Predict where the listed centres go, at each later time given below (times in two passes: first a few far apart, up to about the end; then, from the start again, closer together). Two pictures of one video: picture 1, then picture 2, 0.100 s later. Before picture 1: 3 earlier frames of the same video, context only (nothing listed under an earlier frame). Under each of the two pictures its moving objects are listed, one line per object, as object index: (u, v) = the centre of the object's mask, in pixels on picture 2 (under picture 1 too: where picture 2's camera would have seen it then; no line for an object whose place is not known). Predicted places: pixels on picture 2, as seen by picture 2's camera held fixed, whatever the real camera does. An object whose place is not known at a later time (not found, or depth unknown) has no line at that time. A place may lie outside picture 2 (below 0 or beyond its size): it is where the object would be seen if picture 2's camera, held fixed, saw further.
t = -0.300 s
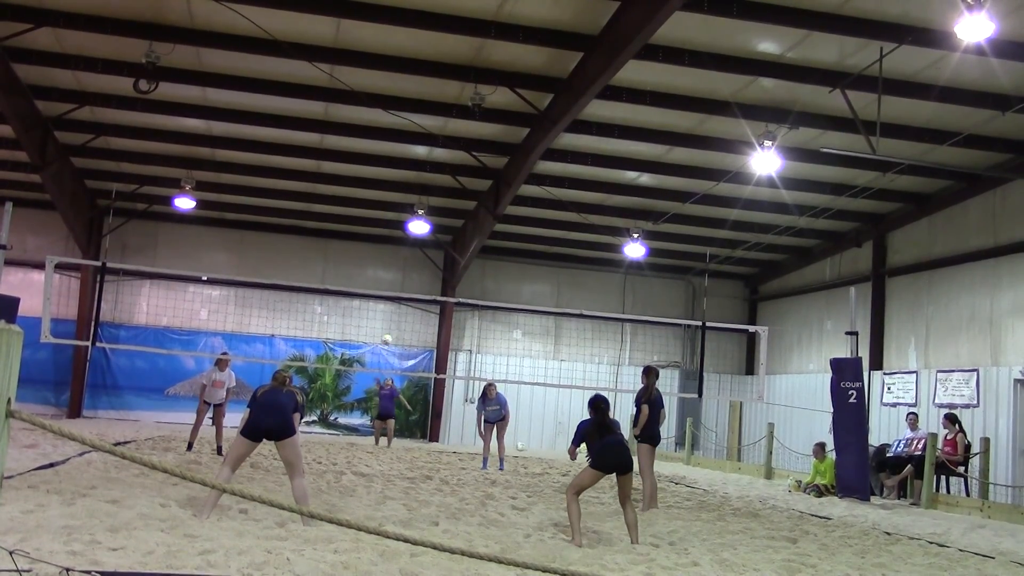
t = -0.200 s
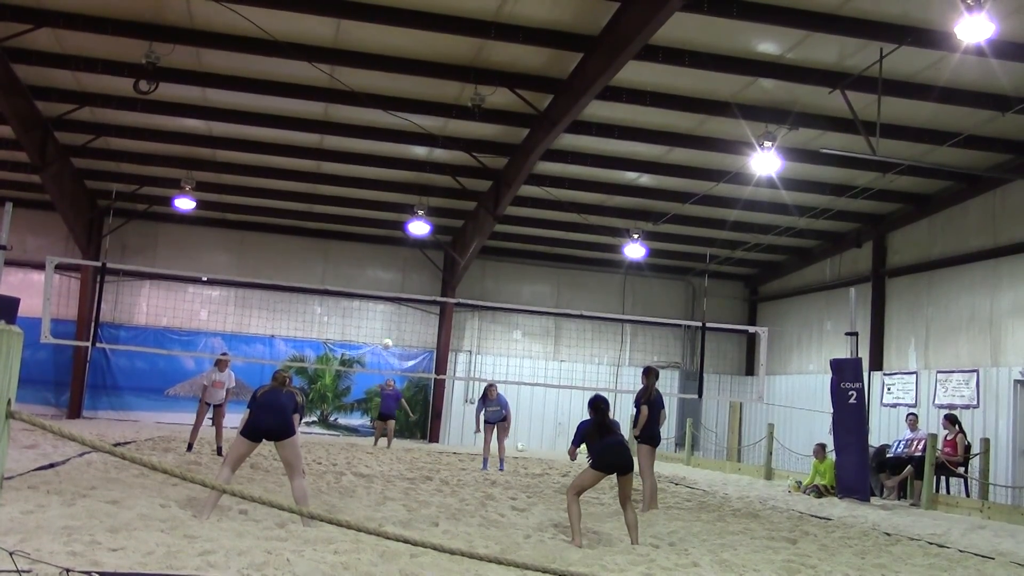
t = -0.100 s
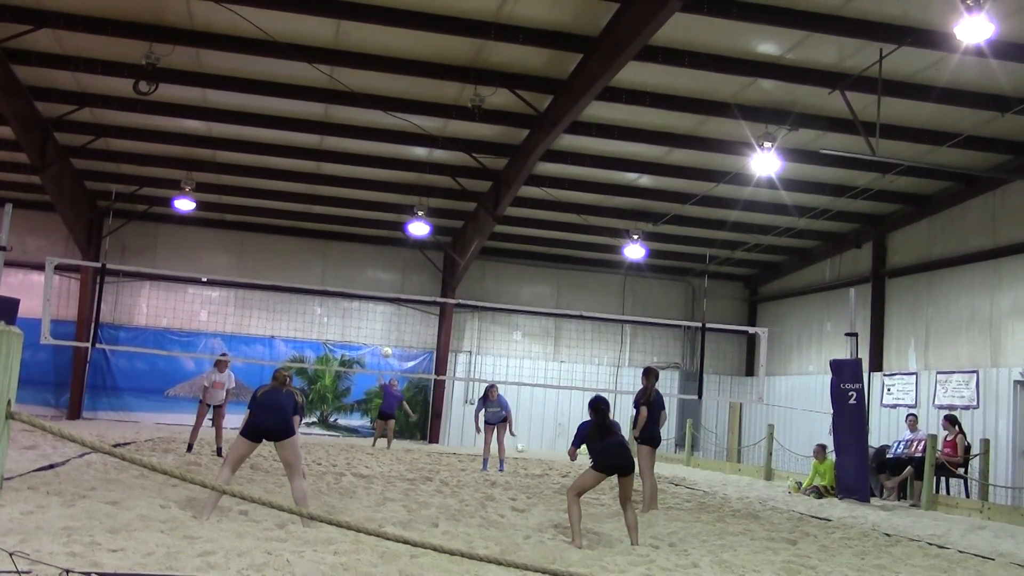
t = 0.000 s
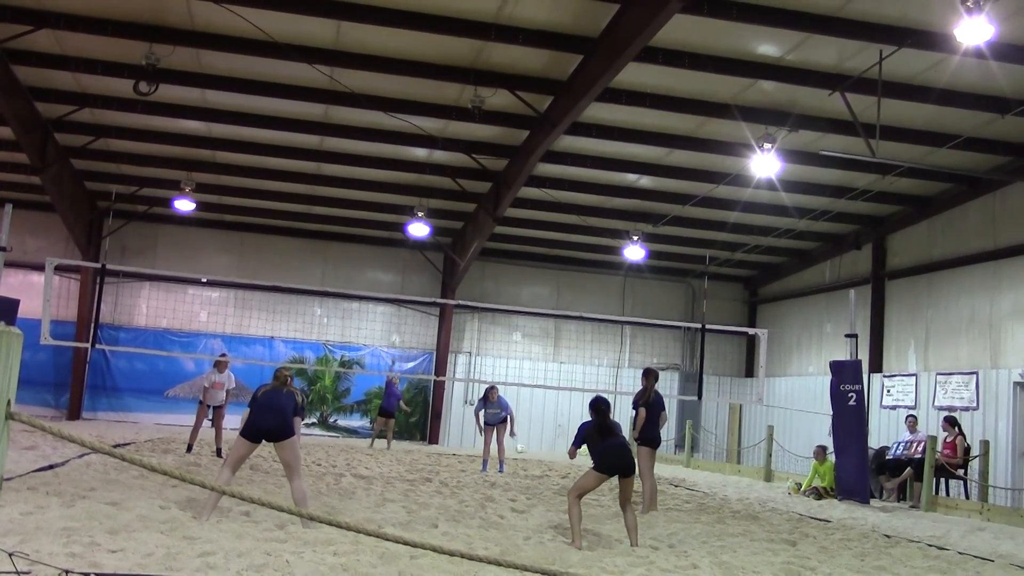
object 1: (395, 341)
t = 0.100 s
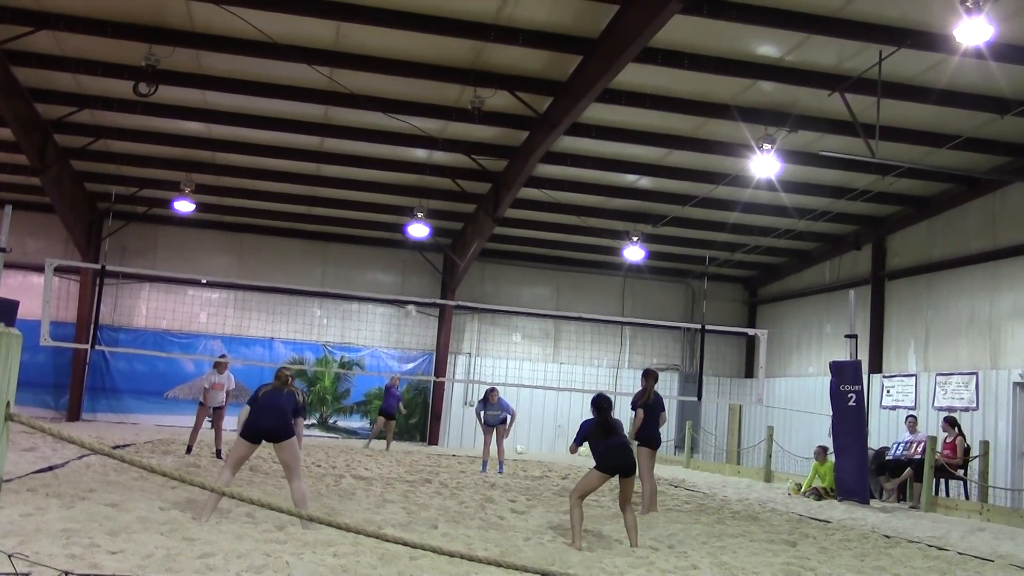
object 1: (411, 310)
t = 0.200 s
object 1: (428, 282)
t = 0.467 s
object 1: (479, 234)
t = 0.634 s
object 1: (516, 223)
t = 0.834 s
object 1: (568, 237)
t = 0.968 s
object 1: (607, 269)
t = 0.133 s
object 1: (415, 301)
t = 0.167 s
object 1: (422, 291)
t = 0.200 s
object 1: (428, 282)
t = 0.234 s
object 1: (433, 275)
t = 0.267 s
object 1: (439, 267)
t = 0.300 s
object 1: (445, 261)
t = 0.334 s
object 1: (451, 254)
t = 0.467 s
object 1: (479, 234)
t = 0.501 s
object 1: (486, 230)
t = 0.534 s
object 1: (493, 227)
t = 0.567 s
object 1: (500, 225)
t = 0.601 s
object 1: (509, 223)
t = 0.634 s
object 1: (516, 223)
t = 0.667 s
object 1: (524, 223)
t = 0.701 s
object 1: (532, 224)
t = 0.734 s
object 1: (541, 225)
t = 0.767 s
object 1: (550, 227)
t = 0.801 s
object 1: (559, 232)
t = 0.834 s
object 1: (568, 237)
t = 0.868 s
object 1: (577, 243)
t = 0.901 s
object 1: (587, 251)
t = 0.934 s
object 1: (597, 259)
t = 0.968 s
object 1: (607, 269)
